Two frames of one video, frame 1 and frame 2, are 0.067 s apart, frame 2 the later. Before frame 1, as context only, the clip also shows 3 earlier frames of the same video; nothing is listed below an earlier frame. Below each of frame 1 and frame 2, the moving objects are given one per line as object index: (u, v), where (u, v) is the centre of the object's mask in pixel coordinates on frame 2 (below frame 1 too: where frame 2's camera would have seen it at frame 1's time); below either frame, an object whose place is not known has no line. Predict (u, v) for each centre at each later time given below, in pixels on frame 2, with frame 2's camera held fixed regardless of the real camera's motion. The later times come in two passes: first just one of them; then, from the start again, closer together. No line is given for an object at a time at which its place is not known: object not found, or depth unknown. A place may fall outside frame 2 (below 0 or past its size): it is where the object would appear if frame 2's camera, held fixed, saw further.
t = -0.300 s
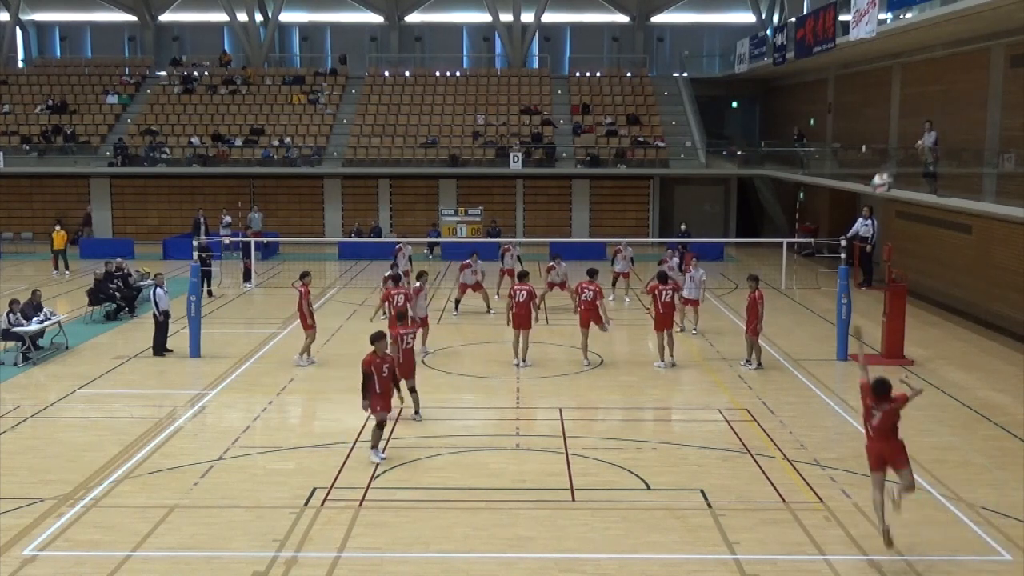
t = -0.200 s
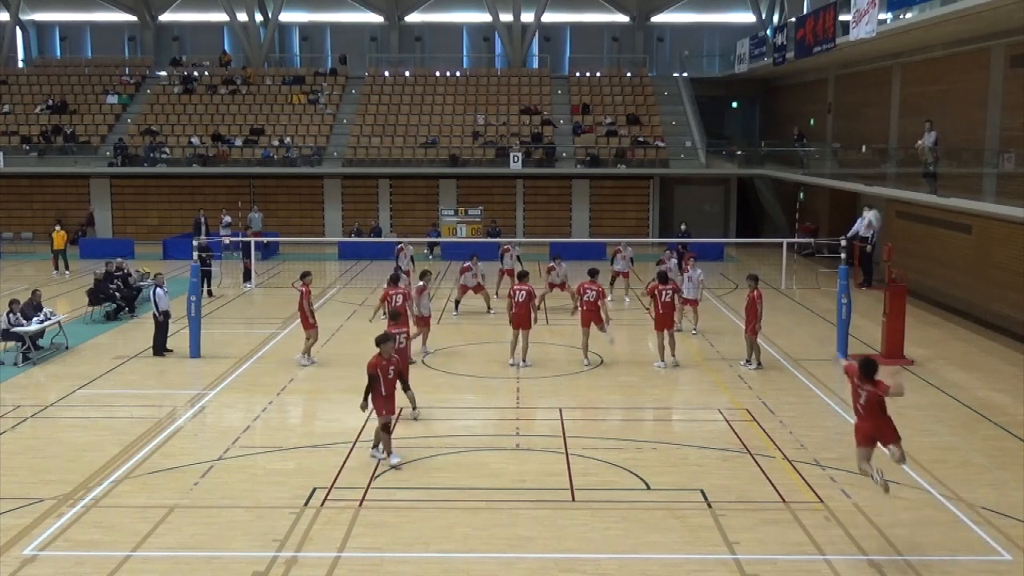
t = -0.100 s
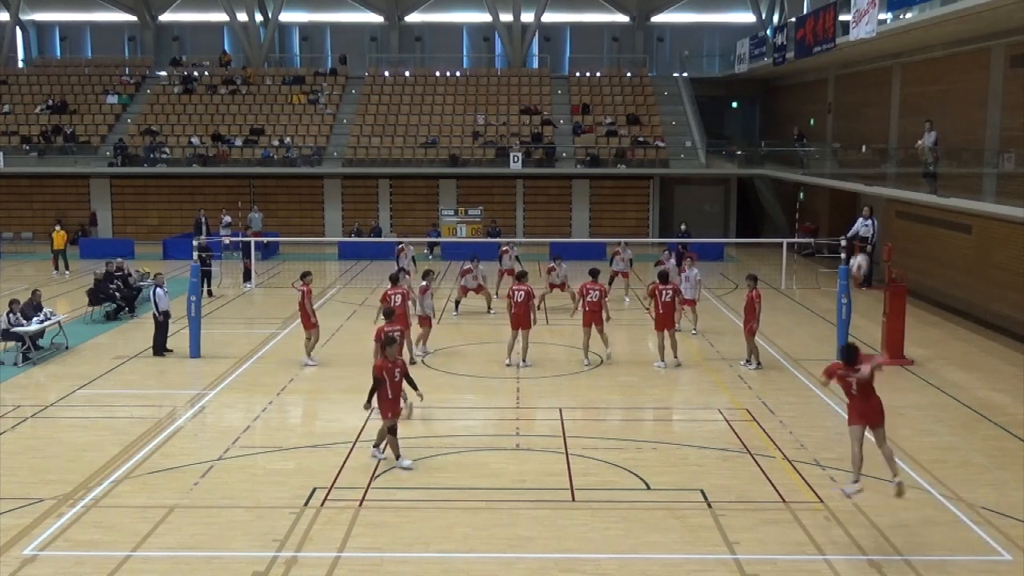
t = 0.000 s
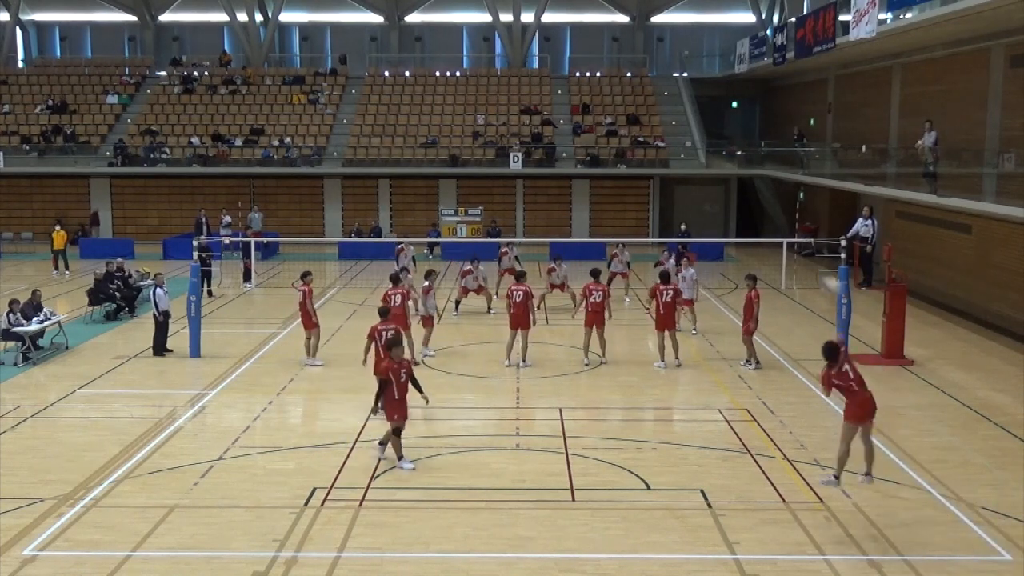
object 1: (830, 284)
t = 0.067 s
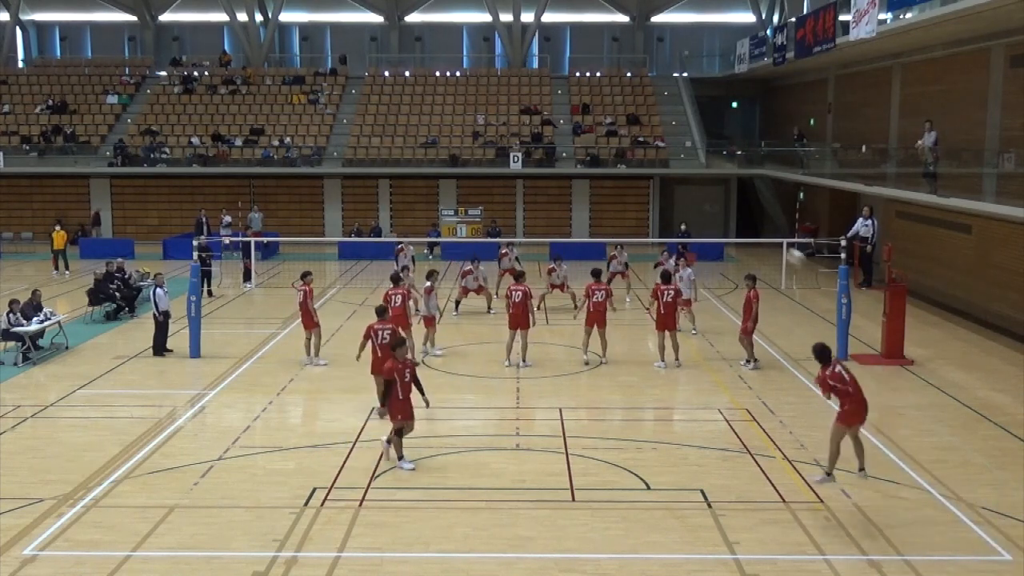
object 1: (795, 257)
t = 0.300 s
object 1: (708, 224)
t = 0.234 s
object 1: (727, 226)
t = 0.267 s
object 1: (717, 224)
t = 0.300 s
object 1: (708, 224)
